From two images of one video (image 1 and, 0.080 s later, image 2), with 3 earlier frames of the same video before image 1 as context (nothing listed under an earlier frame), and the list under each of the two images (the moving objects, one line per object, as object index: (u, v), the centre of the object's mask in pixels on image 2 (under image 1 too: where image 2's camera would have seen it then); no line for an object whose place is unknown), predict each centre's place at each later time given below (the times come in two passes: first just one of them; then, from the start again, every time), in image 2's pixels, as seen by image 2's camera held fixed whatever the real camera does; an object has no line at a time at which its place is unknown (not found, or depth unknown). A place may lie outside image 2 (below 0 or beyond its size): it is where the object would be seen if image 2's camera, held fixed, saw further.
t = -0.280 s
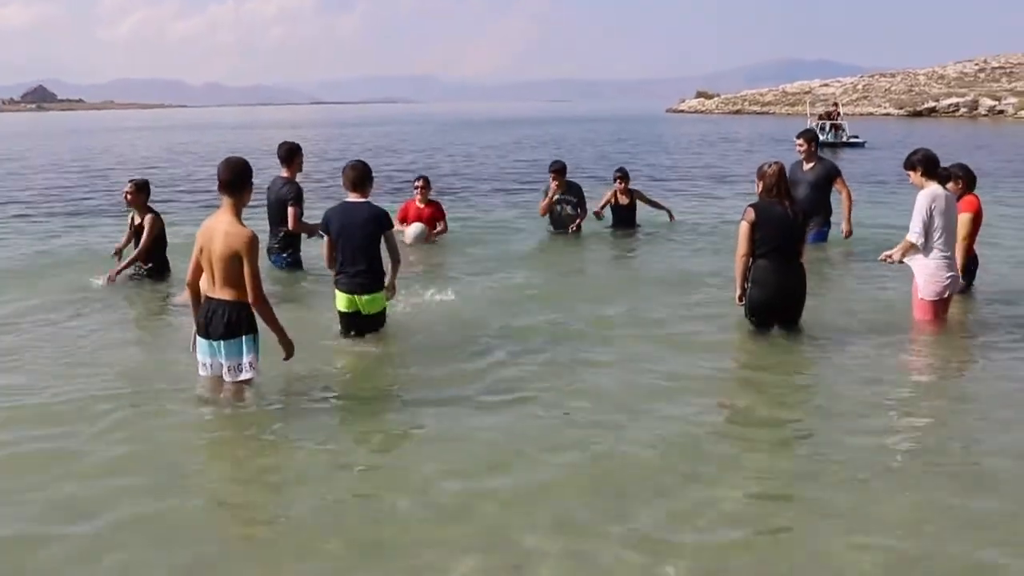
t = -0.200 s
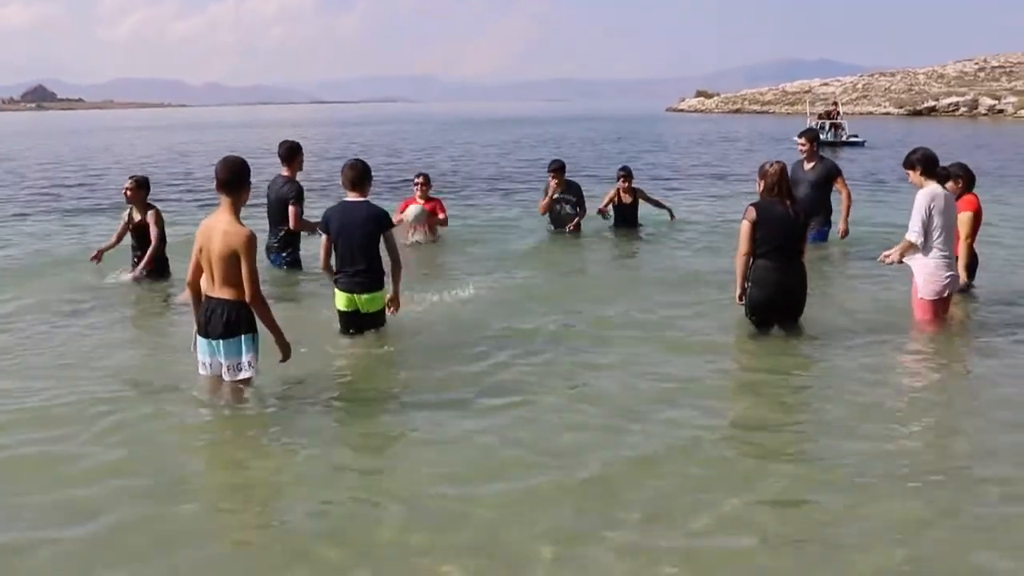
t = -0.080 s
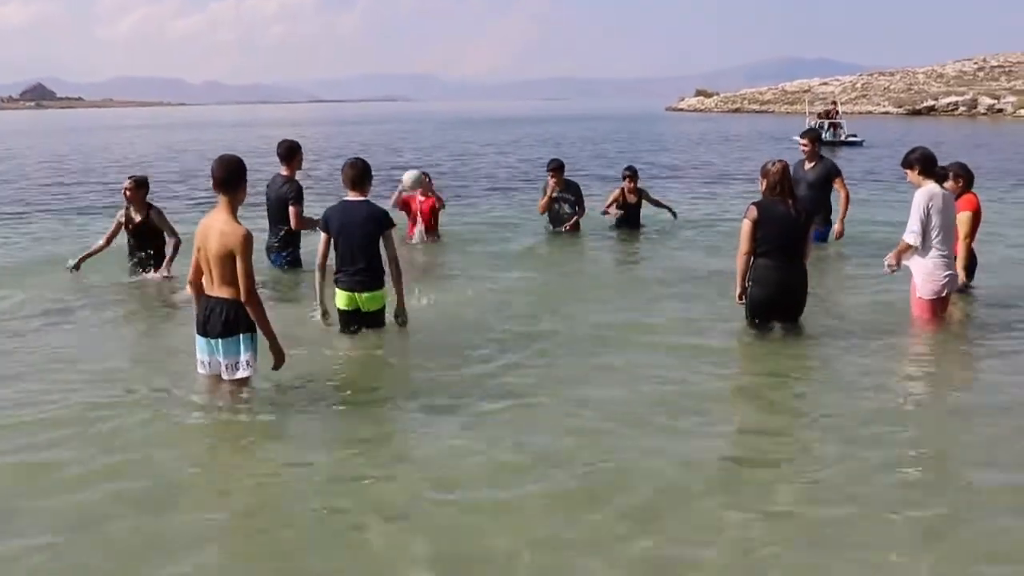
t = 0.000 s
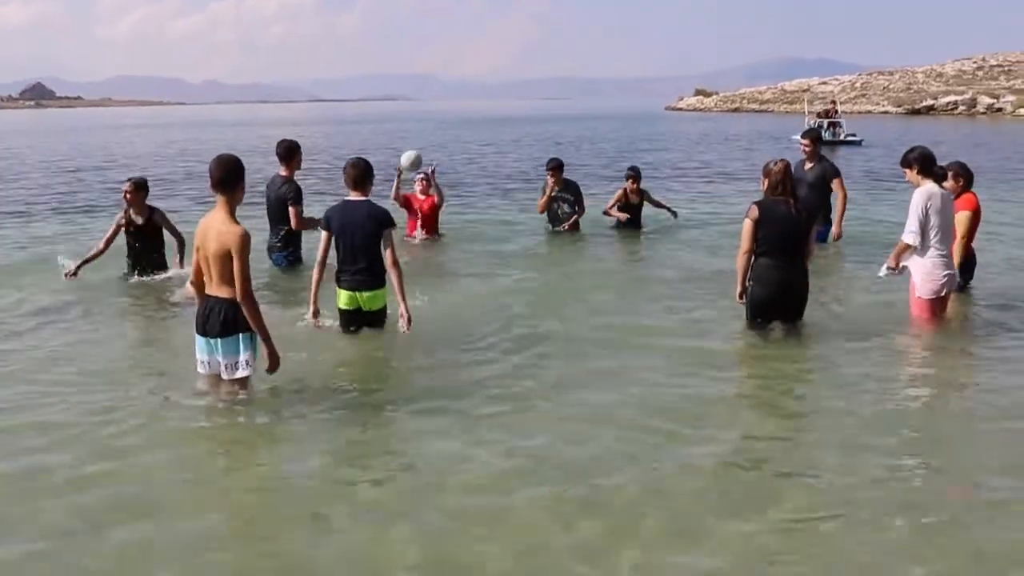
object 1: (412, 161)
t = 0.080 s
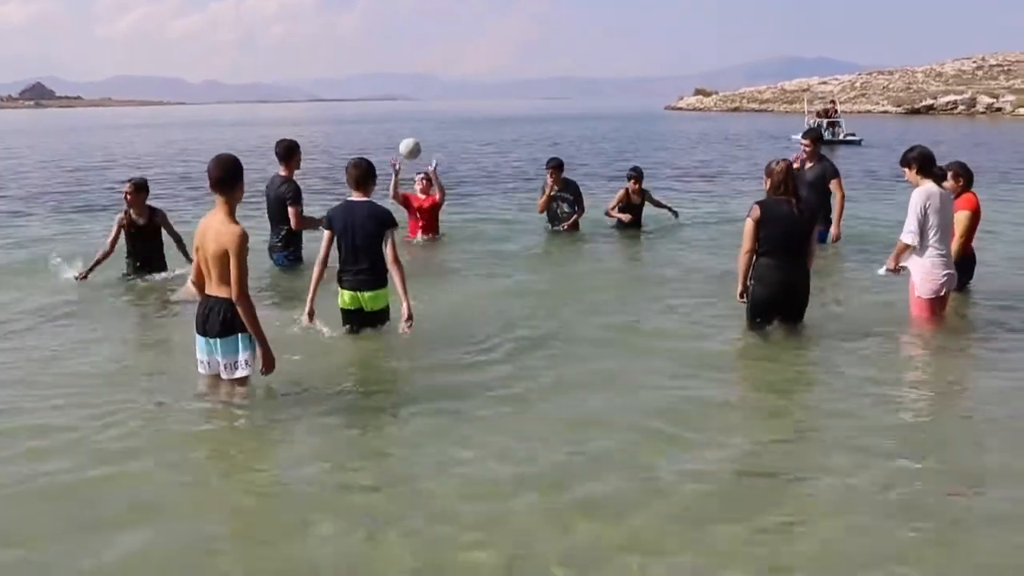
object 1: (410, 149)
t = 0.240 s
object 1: (407, 145)
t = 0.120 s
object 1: (408, 145)
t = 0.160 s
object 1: (408, 143)
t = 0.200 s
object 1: (407, 143)
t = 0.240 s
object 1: (407, 145)
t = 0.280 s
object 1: (407, 148)
